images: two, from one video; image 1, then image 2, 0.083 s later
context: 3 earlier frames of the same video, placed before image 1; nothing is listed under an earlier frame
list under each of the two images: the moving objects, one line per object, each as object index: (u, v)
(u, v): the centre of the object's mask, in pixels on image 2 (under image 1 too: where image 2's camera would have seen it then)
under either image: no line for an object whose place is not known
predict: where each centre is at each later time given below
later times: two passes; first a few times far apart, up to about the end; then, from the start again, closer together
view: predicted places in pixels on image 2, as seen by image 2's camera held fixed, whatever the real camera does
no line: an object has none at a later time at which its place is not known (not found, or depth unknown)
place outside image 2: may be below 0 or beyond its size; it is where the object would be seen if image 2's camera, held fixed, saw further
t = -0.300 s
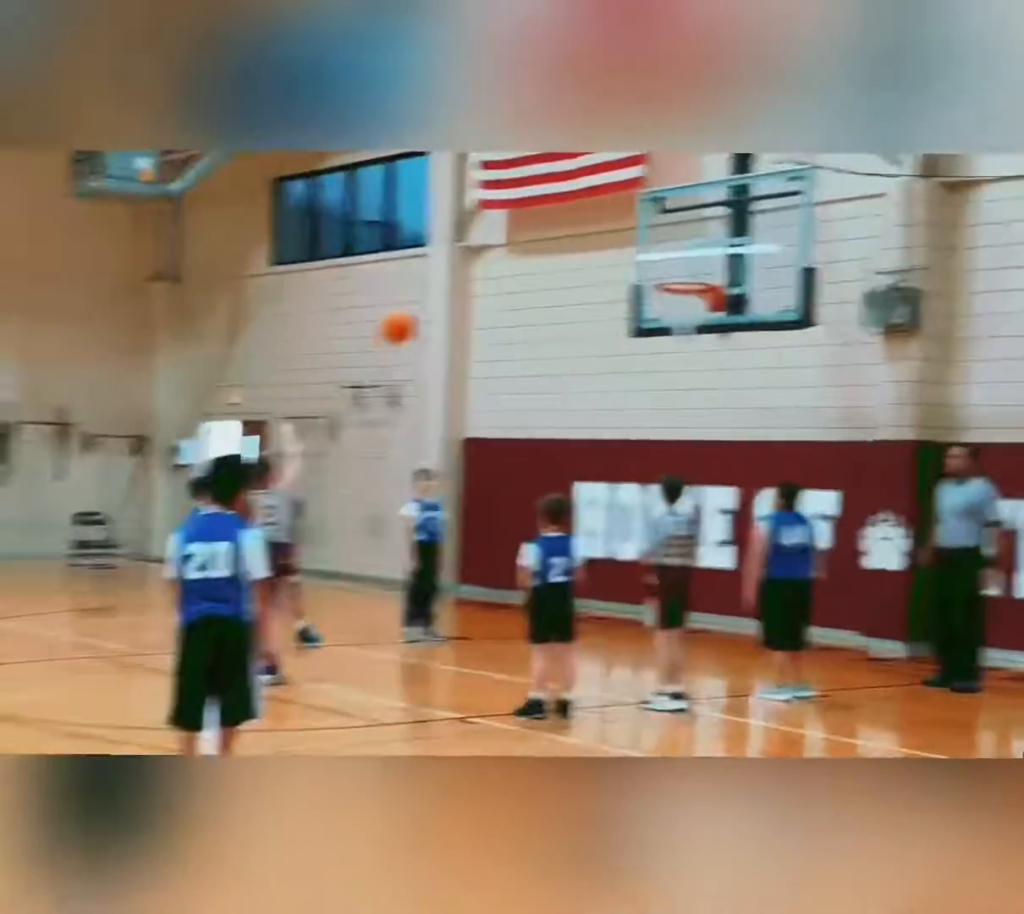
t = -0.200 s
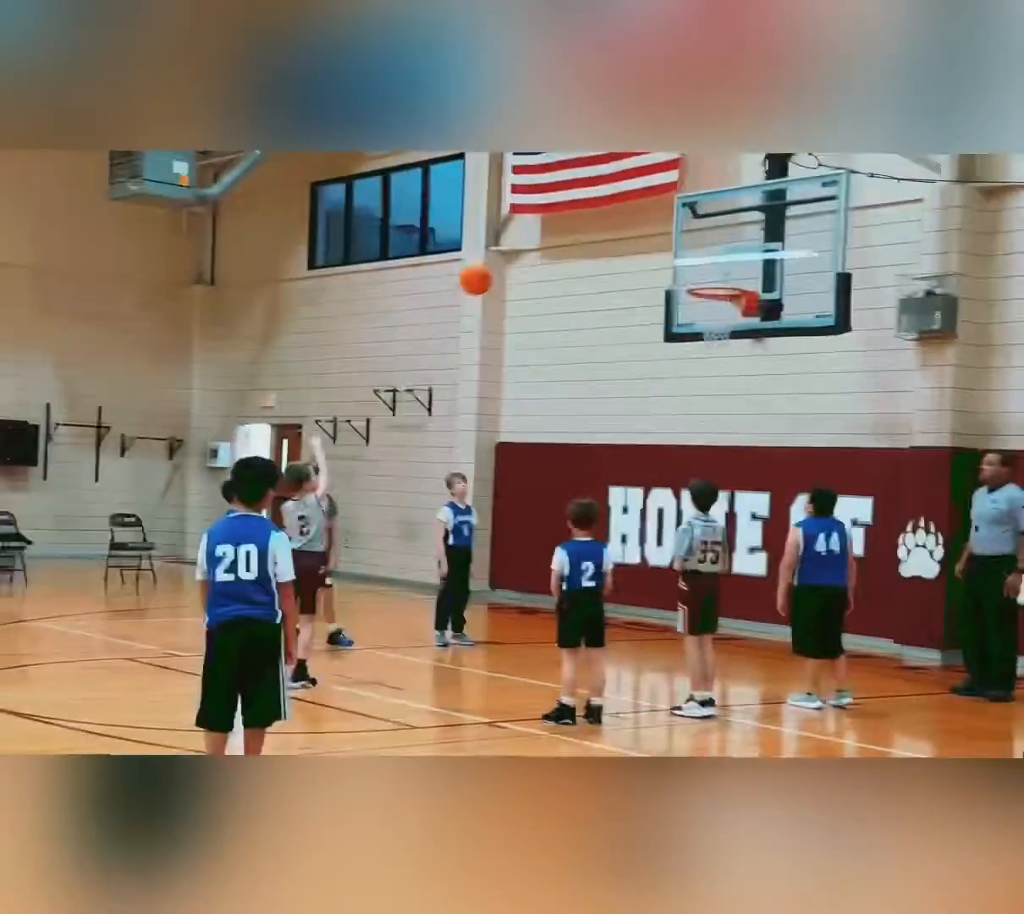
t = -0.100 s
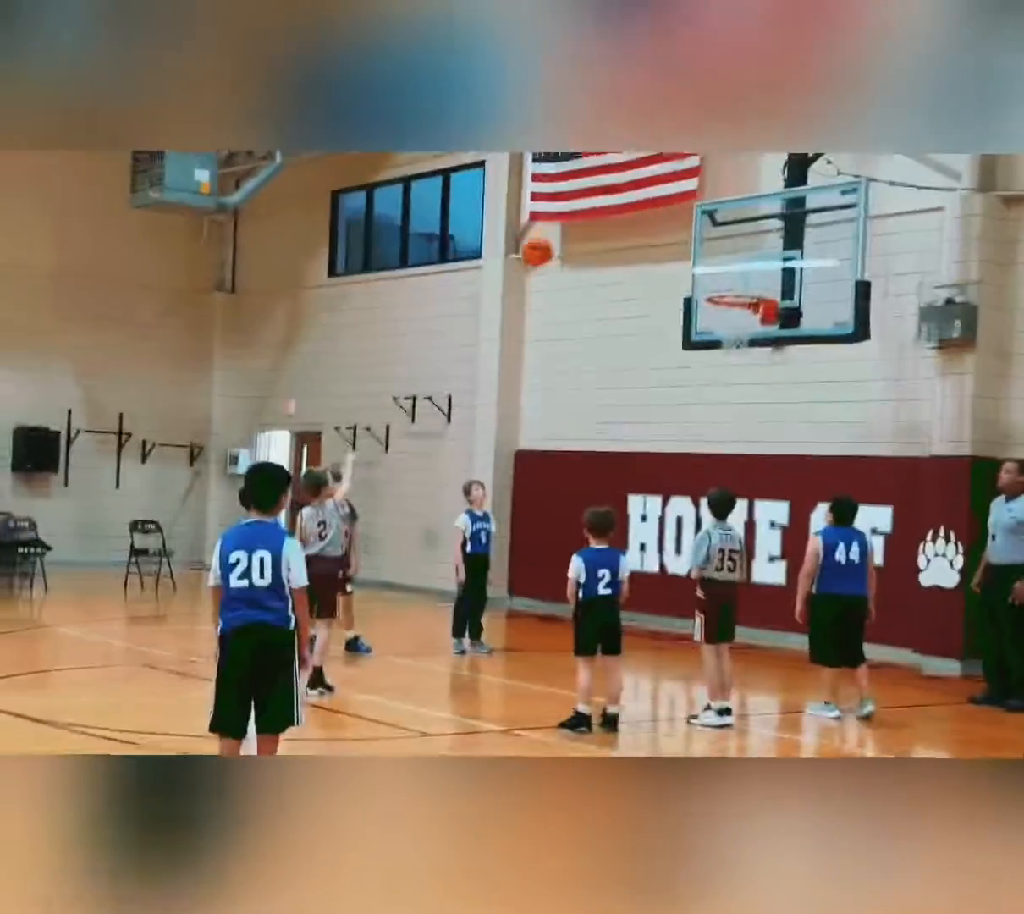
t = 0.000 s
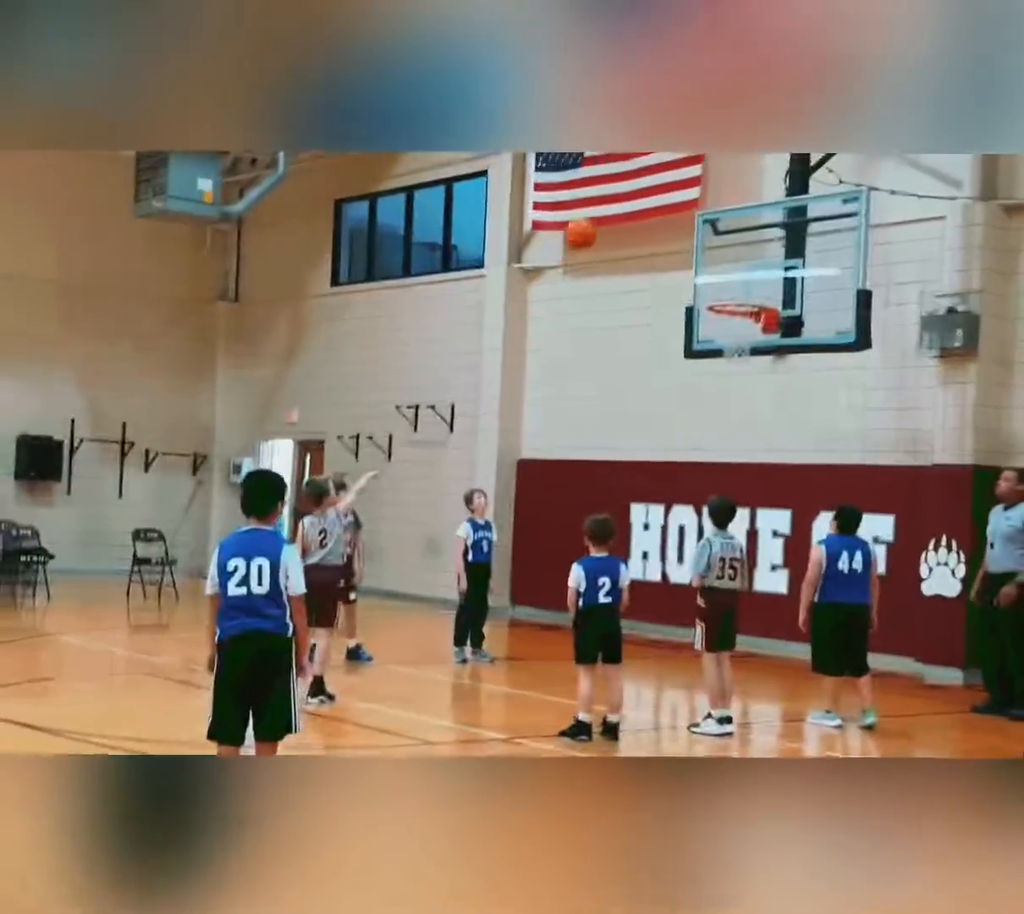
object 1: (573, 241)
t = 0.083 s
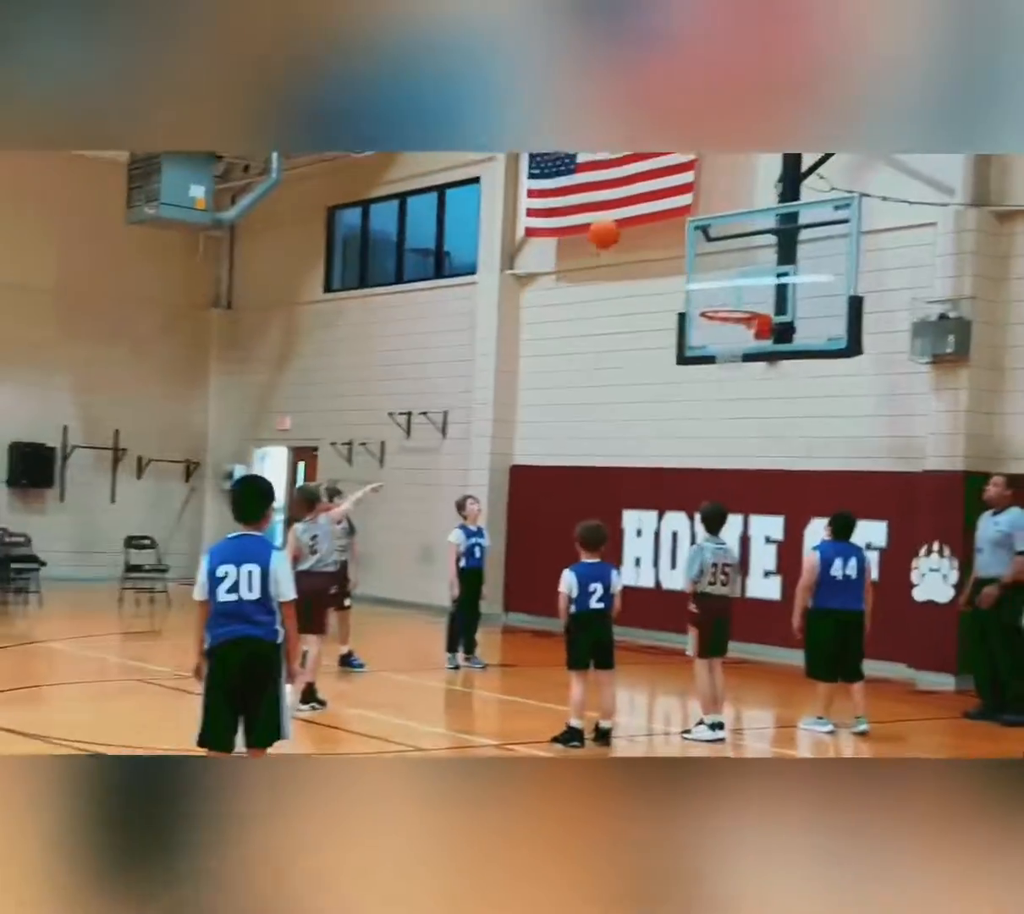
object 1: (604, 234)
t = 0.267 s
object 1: (670, 246)
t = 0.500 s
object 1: (737, 288)
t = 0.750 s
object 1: (772, 284)
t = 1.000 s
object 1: (806, 357)
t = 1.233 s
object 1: (835, 492)
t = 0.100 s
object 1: (611, 233)
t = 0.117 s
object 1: (616, 233)
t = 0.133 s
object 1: (622, 232)
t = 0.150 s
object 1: (629, 233)
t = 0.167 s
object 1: (635, 232)
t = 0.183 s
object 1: (641, 234)
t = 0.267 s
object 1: (670, 246)
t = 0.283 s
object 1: (675, 249)
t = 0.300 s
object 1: (681, 252)
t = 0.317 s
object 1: (687, 257)
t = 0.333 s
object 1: (693, 261)
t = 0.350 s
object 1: (698, 266)
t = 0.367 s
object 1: (704, 269)
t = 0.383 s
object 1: (709, 274)
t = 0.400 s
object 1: (715, 280)
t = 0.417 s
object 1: (720, 286)
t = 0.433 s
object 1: (726, 292)
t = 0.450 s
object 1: (730, 296)
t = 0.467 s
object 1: (732, 294)
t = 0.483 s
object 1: (735, 290)
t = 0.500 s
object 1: (737, 288)
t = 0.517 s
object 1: (740, 285)
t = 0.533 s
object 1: (743, 283)
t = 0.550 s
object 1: (746, 281)
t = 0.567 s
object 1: (748, 279)
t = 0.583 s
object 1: (750, 278)
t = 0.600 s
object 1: (753, 277)
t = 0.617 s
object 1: (755, 277)
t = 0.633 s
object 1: (758, 277)
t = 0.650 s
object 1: (760, 277)
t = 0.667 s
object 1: (762, 277)
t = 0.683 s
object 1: (764, 278)
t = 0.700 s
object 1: (767, 279)
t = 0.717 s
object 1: (768, 280)
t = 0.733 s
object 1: (771, 282)
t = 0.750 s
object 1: (772, 284)
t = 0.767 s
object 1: (775, 286)
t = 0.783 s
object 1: (778, 289)
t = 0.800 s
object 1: (780, 293)
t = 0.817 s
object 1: (783, 296)
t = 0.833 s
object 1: (786, 300)
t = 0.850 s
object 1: (788, 304)
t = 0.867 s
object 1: (790, 308)
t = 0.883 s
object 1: (792, 314)
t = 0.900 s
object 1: (794, 319)
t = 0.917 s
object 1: (796, 325)
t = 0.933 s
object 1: (798, 331)
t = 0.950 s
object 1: (801, 337)
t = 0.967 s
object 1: (804, 344)
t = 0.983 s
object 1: (804, 351)
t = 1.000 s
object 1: (806, 357)
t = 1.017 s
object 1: (808, 364)
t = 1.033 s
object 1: (810, 372)
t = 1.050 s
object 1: (813, 382)
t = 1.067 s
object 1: (815, 390)
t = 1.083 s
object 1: (817, 398)
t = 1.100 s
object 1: (819, 407)
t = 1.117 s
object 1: (821, 417)
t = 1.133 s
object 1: (823, 427)
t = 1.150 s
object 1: (825, 437)
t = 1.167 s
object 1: (827, 447)
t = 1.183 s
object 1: (828, 458)
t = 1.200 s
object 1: (831, 469)
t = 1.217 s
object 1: (833, 482)
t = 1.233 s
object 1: (835, 492)
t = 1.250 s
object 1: (836, 504)
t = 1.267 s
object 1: (838, 516)
